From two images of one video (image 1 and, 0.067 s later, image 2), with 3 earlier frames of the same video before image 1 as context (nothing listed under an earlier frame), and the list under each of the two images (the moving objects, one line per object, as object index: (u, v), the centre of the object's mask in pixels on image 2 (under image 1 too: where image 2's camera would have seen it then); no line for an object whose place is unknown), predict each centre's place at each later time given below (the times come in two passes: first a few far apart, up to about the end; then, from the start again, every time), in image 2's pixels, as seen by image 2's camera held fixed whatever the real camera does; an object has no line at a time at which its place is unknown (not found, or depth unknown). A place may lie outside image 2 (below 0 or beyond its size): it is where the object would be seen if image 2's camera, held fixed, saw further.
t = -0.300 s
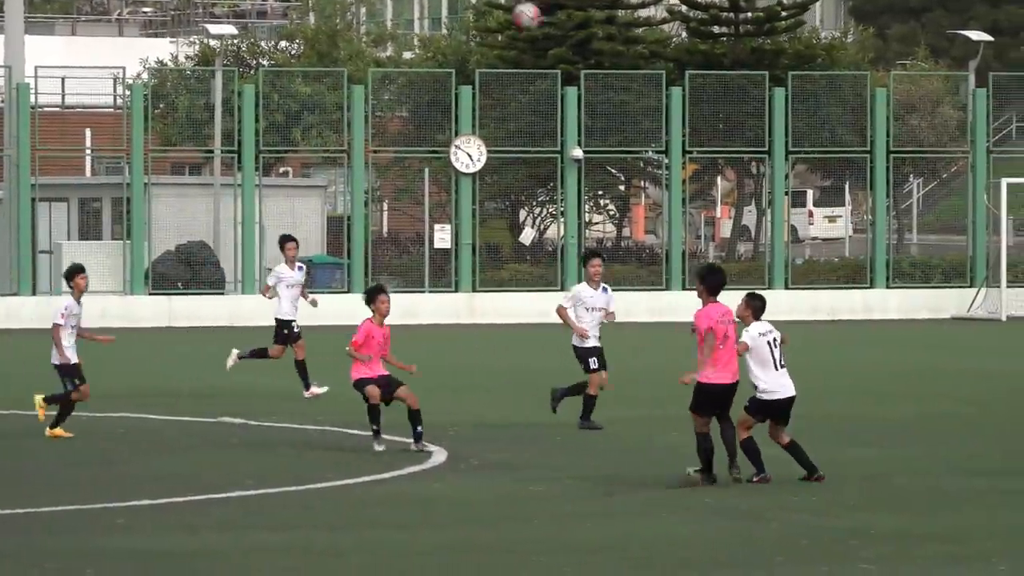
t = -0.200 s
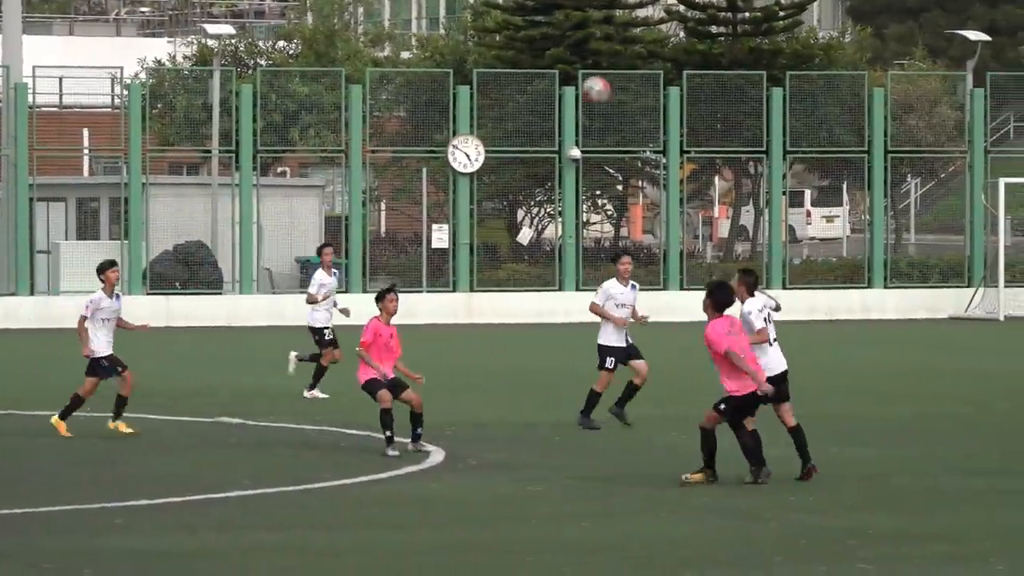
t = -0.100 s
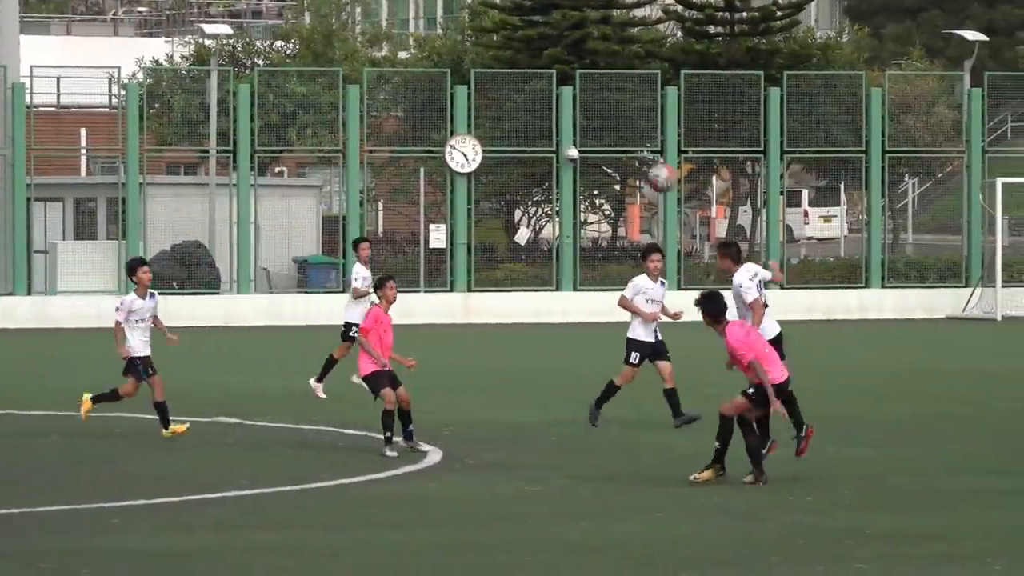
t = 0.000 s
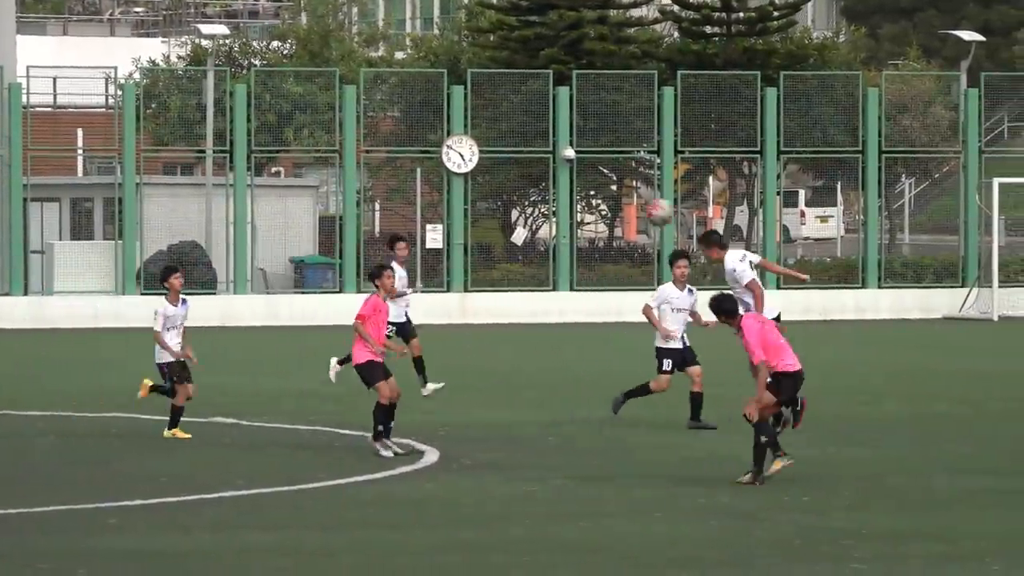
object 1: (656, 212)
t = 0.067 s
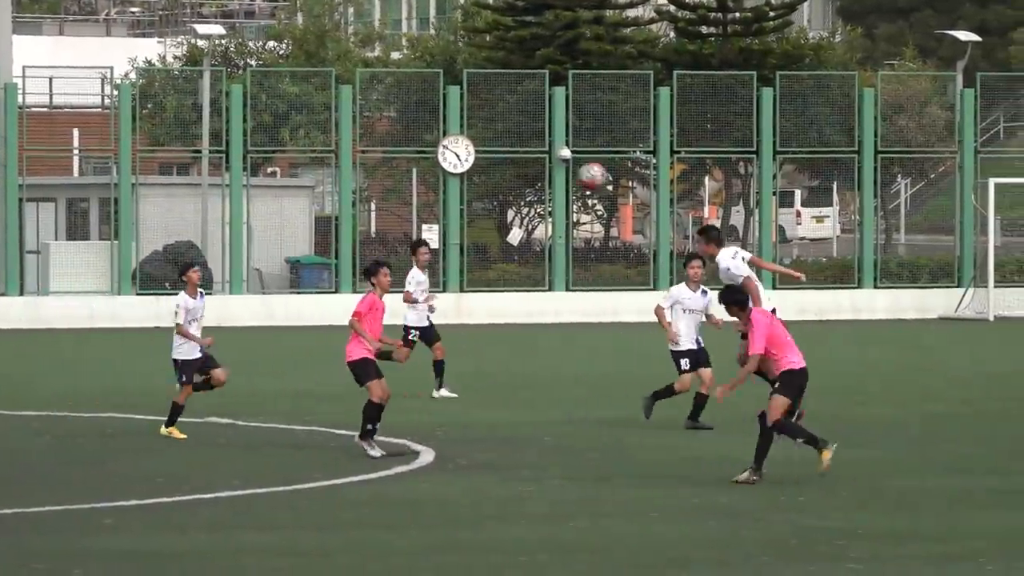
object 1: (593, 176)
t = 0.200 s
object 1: (469, 122)
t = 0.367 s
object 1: (315, 85)
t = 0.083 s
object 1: (577, 167)
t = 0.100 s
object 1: (561, 160)
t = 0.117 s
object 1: (545, 153)
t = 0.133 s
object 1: (531, 145)
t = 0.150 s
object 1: (515, 139)
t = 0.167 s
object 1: (499, 132)
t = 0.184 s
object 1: (484, 127)
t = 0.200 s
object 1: (469, 122)
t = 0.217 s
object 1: (452, 117)
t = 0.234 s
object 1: (437, 113)
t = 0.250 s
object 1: (422, 107)
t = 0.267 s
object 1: (405, 103)
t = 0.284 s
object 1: (390, 97)
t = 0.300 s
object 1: (376, 95)
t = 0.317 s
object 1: (361, 93)
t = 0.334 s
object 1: (345, 90)
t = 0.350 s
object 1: (330, 88)
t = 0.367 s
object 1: (315, 85)
